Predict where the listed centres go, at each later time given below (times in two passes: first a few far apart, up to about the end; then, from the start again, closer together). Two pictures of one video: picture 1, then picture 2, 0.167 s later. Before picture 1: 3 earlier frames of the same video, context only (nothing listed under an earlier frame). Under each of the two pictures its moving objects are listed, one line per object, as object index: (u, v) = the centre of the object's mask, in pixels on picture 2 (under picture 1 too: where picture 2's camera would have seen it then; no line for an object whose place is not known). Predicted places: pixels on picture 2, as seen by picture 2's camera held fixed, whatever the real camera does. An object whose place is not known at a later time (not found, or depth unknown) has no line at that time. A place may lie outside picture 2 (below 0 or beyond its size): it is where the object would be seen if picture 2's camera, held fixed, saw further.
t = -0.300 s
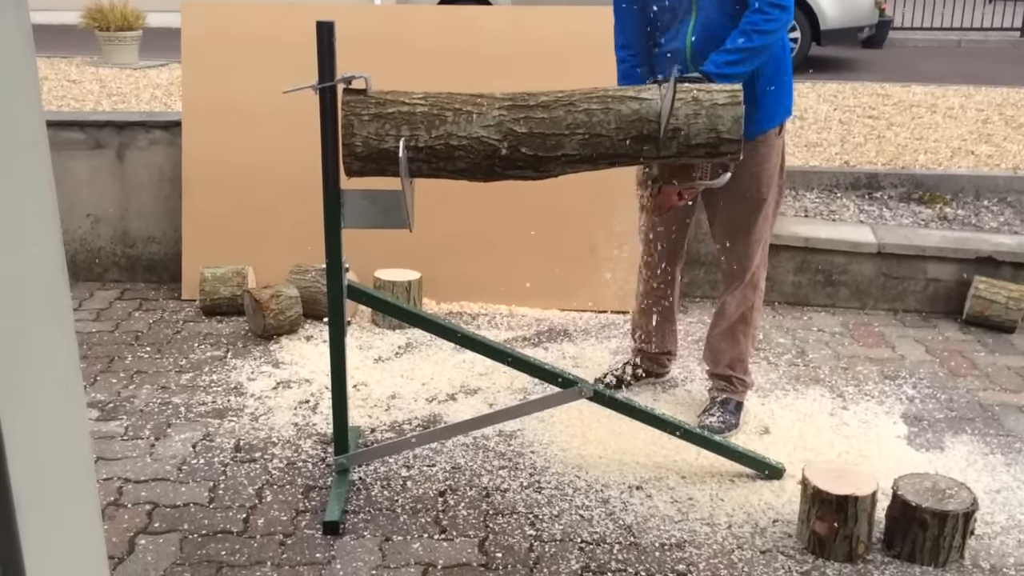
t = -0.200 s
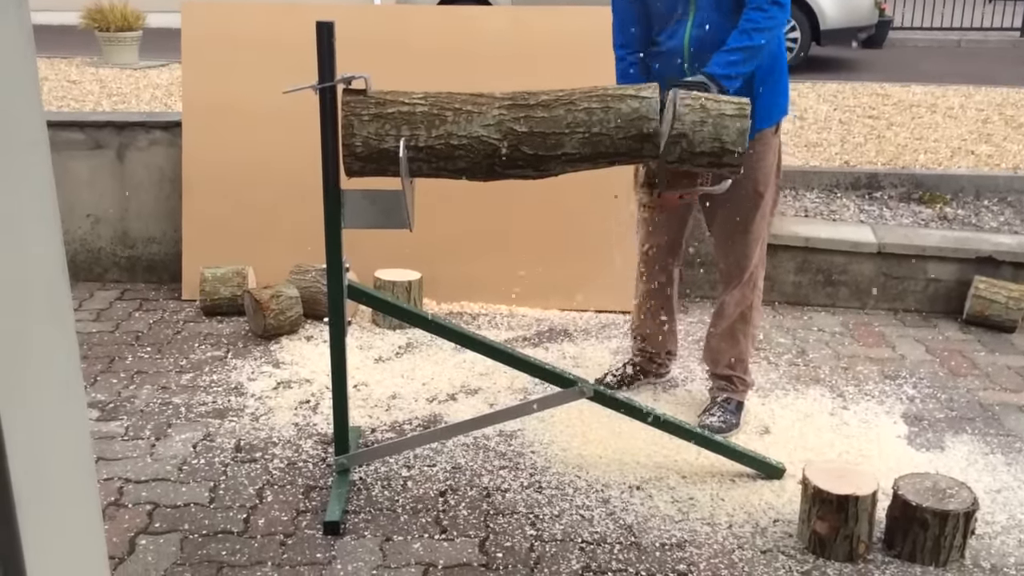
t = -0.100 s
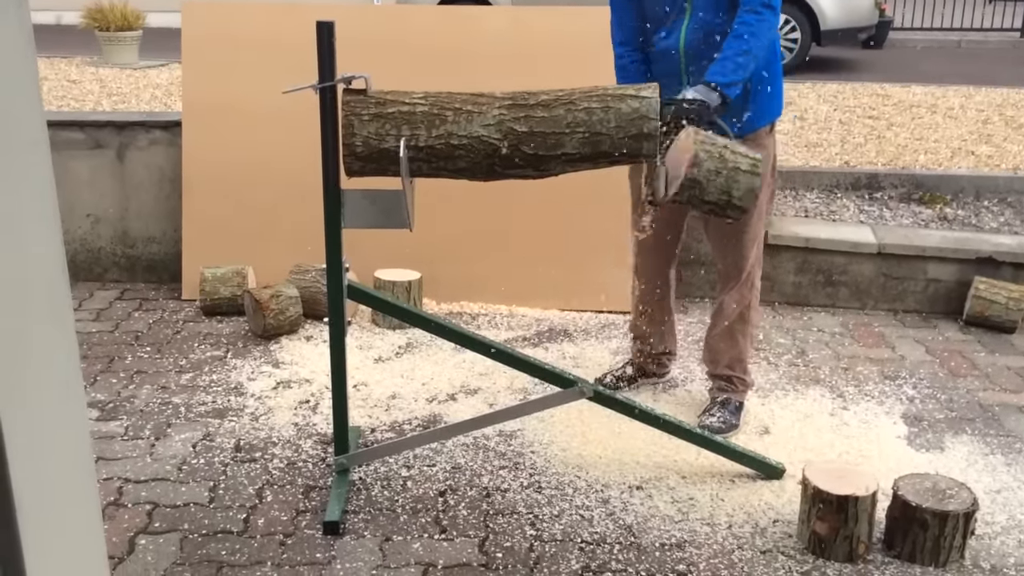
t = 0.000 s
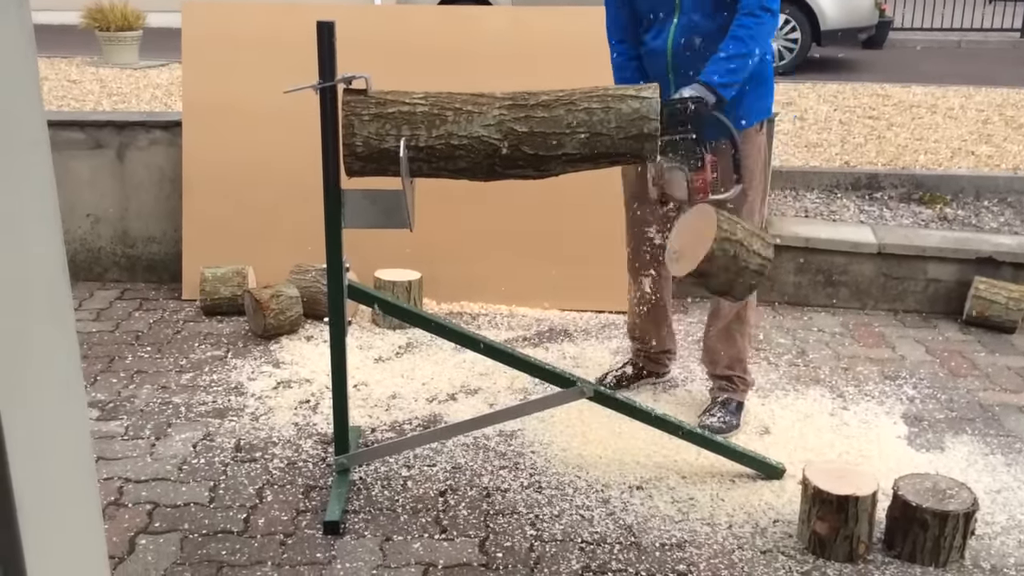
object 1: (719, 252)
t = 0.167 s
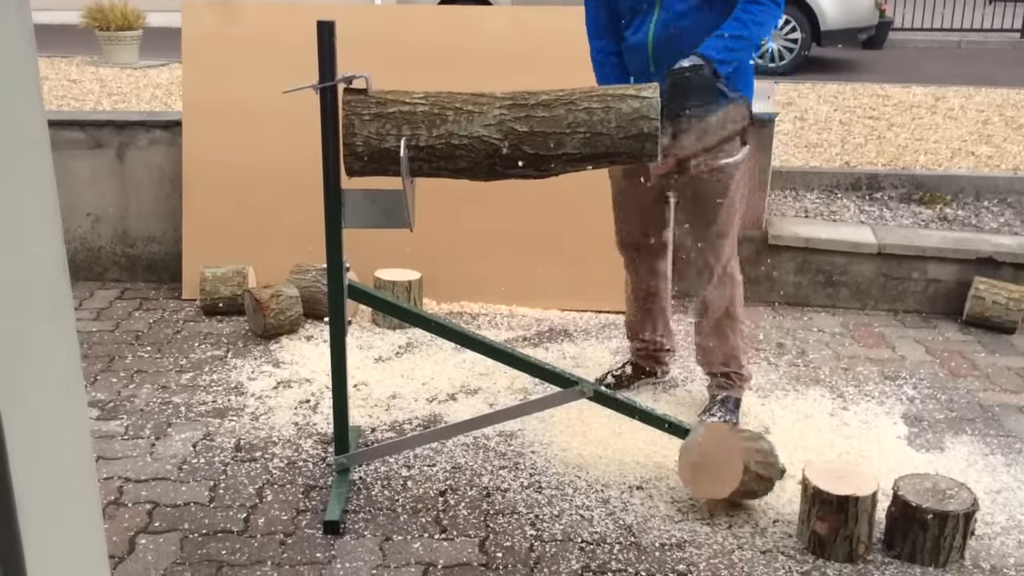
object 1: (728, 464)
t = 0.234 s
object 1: (739, 484)
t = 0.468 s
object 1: (766, 509)
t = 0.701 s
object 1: (793, 529)
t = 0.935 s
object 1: (835, 532)
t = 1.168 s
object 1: (833, 535)
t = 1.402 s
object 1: (798, 535)
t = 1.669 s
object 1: (810, 539)
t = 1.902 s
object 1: (807, 539)
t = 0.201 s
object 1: (733, 480)
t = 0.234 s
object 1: (739, 484)
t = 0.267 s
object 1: (744, 494)
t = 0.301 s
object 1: (748, 503)
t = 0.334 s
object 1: (752, 504)
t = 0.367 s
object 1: (755, 506)
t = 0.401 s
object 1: (759, 508)
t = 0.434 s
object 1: (762, 509)
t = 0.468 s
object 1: (766, 509)
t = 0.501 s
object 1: (770, 511)
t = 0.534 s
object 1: (774, 513)
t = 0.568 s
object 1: (779, 514)
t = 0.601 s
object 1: (783, 520)
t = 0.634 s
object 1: (786, 523)
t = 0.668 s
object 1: (789, 526)
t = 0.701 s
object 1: (793, 529)
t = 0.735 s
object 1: (799, 531)
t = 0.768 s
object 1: (807, 533)
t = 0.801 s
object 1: (816, 534)
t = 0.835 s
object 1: (823, 533)
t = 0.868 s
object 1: (828, 534)
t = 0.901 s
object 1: (832, 531)
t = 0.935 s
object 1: (835, 532)
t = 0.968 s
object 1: (836, 531)
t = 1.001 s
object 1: (838, 530)
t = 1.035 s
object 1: (838, 530)
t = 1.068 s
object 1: (838, 531)
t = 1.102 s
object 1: (837, 532)
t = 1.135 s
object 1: (835, 533)
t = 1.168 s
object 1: (833, 535)
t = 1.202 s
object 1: (829, 536)
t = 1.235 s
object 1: (824, 537)
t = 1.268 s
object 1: (817, 538)
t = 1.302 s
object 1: (807, 537)
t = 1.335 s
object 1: (802, 536)
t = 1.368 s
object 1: (799, 535)
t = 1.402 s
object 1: (798, 535)
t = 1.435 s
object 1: (798, 535)
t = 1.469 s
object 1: (800, 536)
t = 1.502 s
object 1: (804, 537)
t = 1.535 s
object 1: (809, 539)
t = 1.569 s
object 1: (812, 539)
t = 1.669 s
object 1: (810, 539)
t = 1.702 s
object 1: (807, 538)
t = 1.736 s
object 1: (806, 538)
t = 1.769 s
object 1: (806, 538)
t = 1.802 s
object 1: (807, 538)
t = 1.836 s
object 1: (808, 539)
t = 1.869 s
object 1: (808, 539)
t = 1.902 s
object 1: (807, 539)
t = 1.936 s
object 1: (806, 538)
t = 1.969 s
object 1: (806, 538)
